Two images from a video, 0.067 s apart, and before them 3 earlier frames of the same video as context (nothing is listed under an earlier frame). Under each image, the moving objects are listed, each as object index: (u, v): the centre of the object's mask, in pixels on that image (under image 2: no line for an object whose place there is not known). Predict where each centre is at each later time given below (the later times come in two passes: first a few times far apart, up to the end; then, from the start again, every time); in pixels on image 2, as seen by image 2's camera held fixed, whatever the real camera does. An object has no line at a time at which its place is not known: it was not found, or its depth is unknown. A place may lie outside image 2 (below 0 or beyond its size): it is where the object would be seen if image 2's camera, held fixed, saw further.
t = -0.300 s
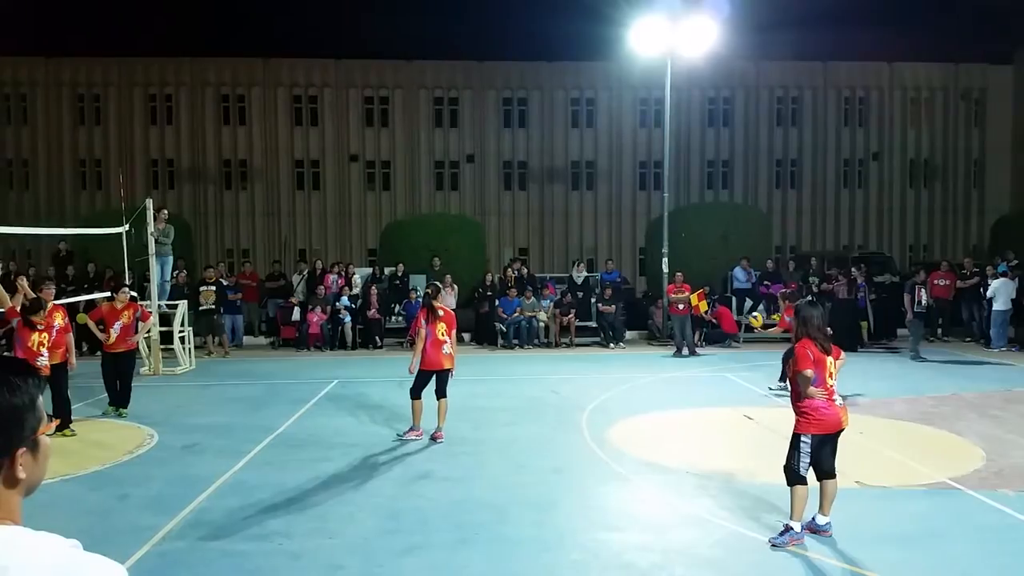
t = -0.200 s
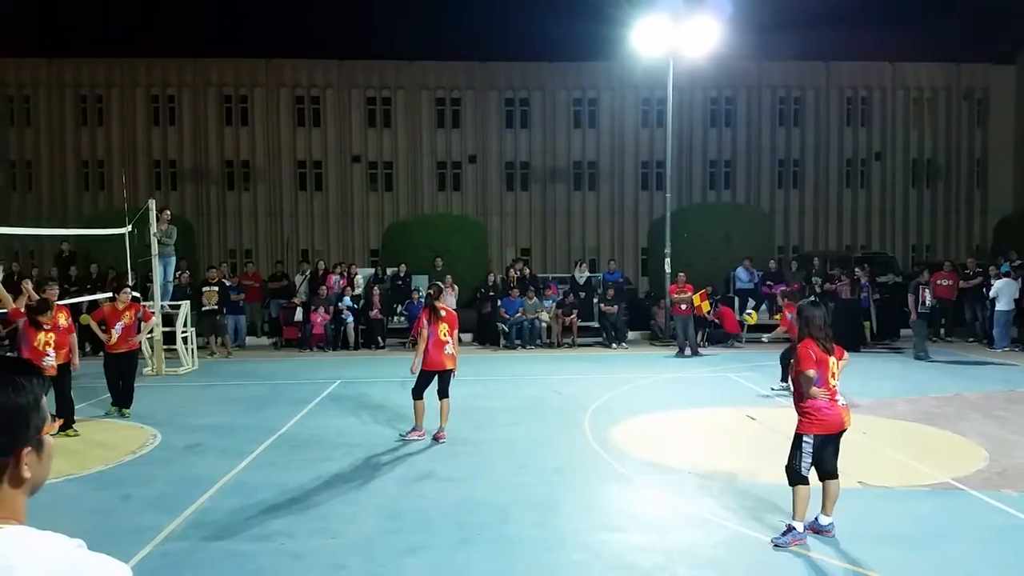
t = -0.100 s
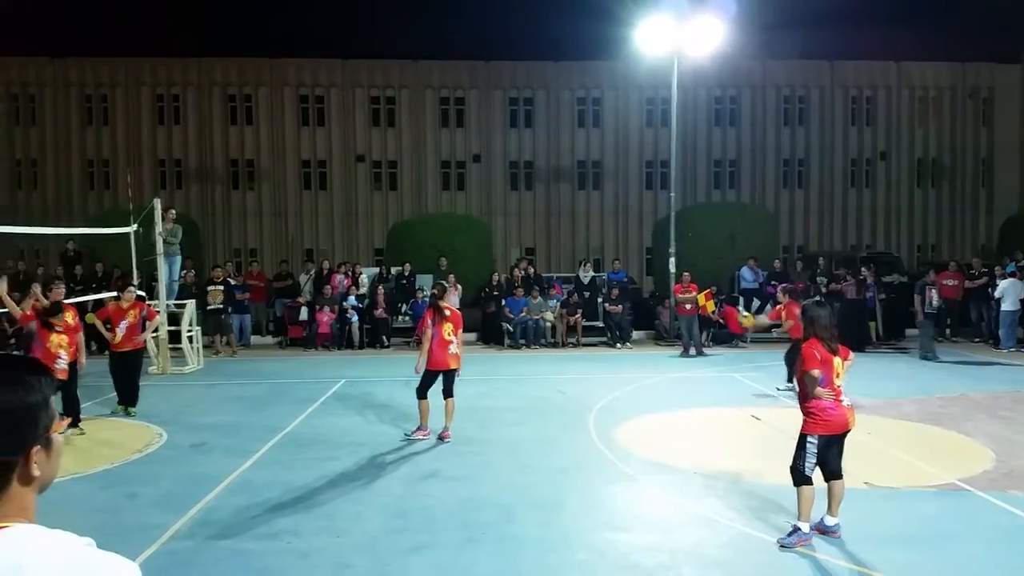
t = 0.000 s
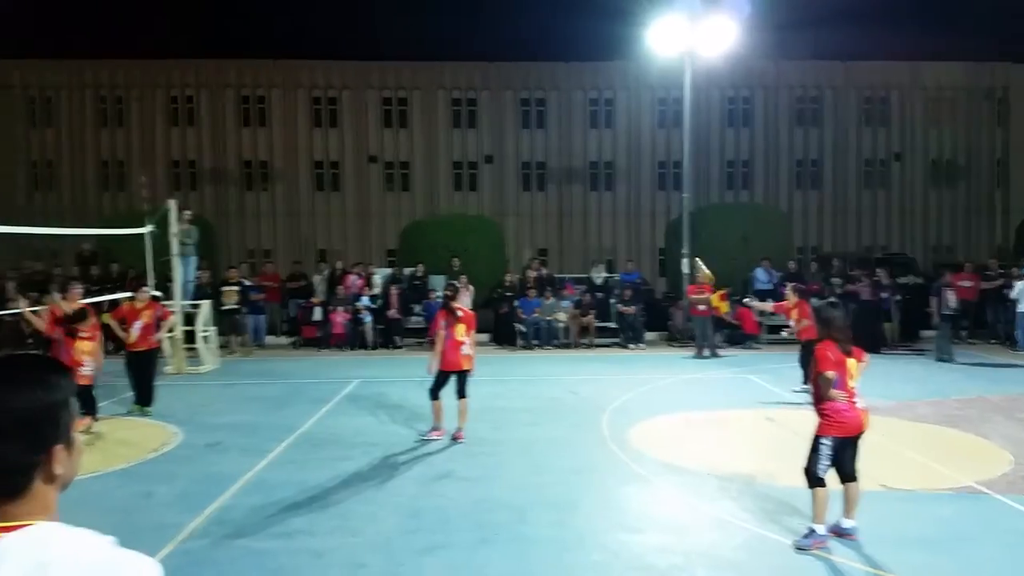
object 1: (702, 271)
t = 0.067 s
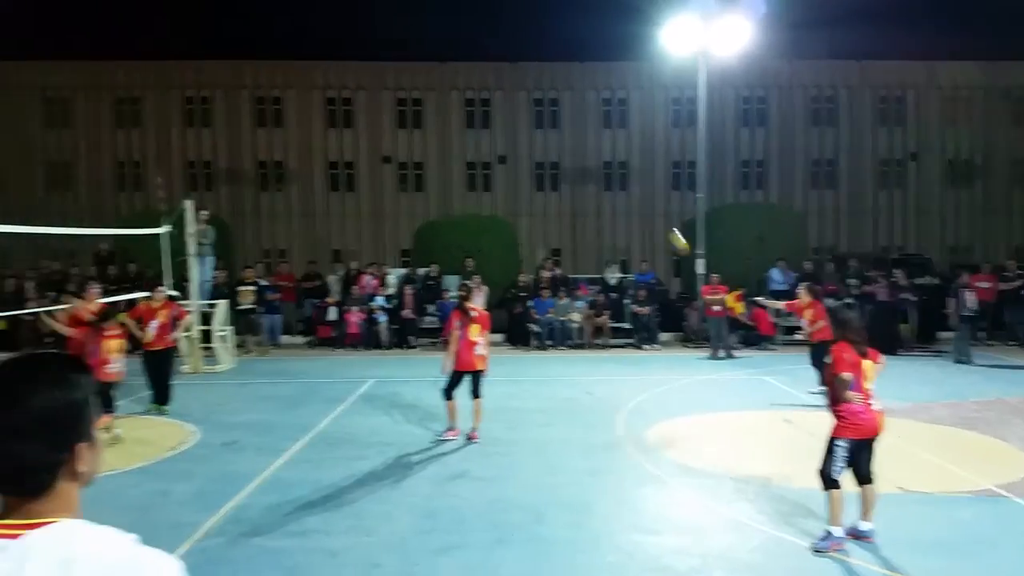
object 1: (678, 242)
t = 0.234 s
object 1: (580, 177)
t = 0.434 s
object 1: (454, 126)
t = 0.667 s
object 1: (294, 105)
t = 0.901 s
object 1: (125, 135)
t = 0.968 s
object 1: (69, 152)
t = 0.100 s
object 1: (659, 227)
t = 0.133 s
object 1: (640, 213)
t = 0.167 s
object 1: (620, 200)
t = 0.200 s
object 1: (600, 188)
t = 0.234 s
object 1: (580, 177)
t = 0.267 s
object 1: (560, 167)
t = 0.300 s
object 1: (539, 157)
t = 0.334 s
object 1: (519, 148)
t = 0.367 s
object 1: (497, 140)
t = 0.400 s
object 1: (476, 132)
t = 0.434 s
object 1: (454, 126)
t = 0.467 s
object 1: (433, 120)
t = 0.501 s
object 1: (409, 112)
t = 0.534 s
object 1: (388, 111)
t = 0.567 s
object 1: (366, 108)
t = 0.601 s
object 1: (343, 106)
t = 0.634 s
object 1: (320, 105)
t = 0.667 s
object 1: (294, 105)
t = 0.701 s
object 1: (271, 107)
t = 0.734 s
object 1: (247, 108)
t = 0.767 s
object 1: (224, 111)
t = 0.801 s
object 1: (200, 116)
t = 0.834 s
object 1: (174, 121)
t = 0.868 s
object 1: (148, 127)
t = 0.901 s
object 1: (125, 135)
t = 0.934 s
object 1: (96, 143)
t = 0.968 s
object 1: (69, 152)
